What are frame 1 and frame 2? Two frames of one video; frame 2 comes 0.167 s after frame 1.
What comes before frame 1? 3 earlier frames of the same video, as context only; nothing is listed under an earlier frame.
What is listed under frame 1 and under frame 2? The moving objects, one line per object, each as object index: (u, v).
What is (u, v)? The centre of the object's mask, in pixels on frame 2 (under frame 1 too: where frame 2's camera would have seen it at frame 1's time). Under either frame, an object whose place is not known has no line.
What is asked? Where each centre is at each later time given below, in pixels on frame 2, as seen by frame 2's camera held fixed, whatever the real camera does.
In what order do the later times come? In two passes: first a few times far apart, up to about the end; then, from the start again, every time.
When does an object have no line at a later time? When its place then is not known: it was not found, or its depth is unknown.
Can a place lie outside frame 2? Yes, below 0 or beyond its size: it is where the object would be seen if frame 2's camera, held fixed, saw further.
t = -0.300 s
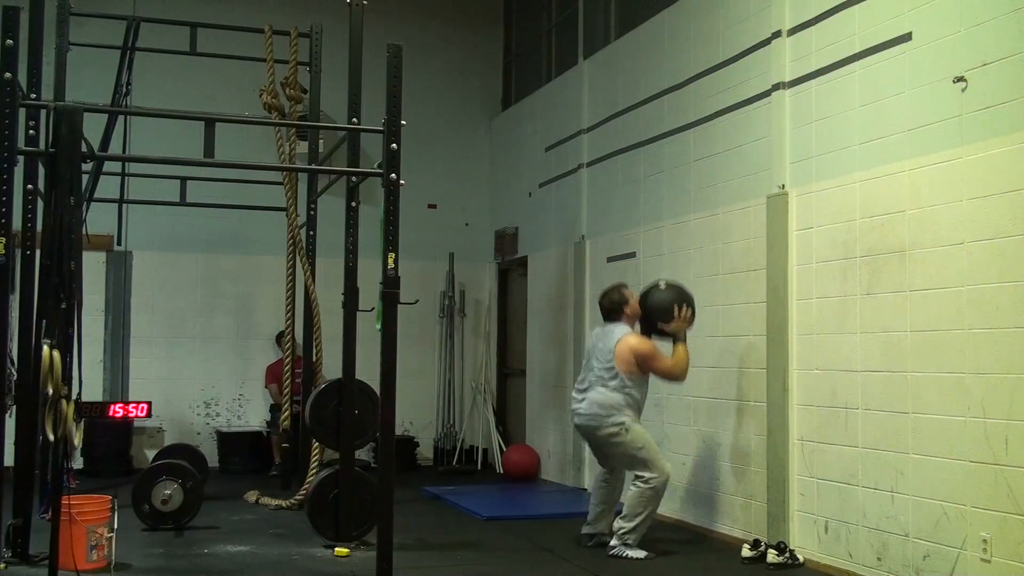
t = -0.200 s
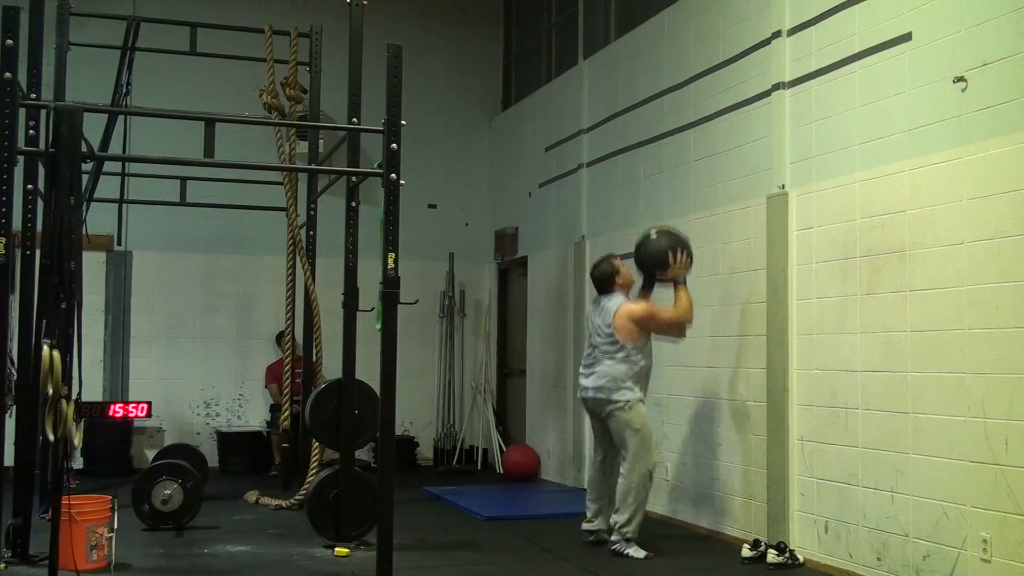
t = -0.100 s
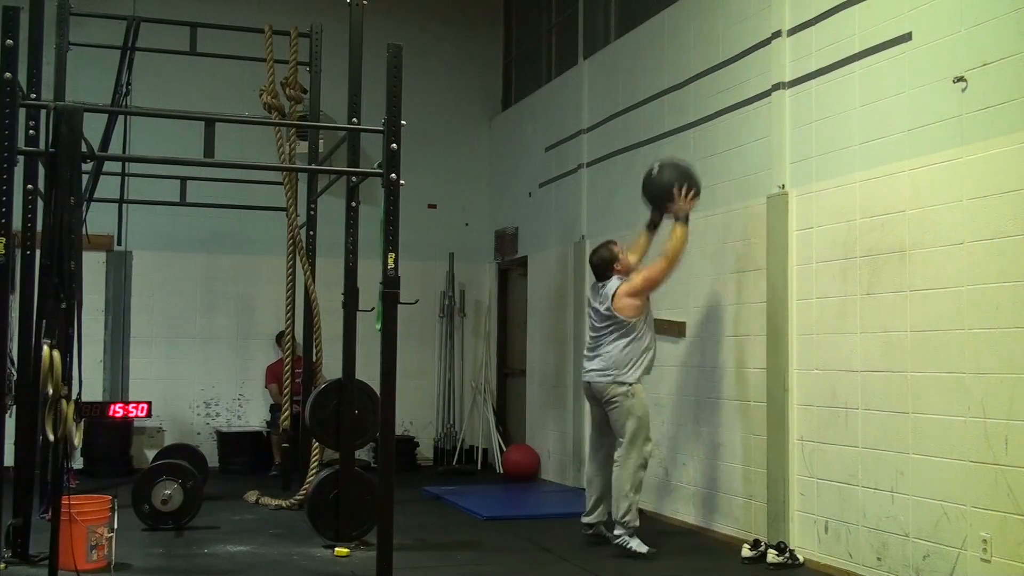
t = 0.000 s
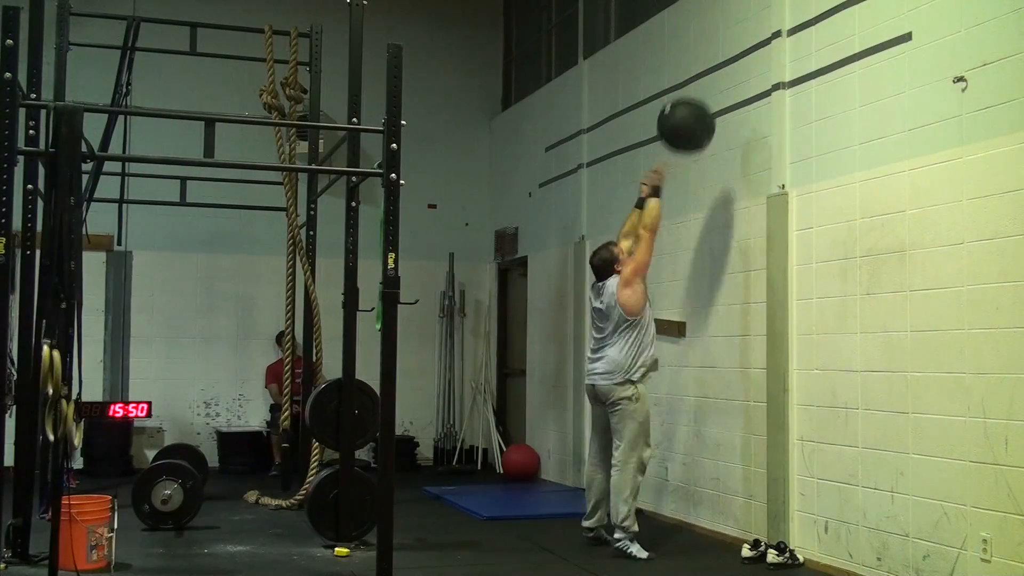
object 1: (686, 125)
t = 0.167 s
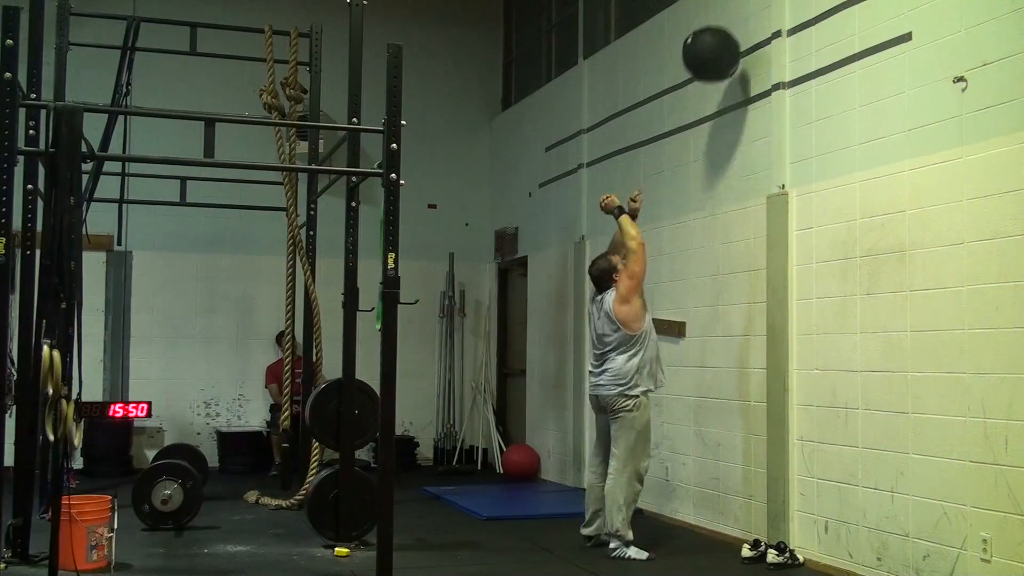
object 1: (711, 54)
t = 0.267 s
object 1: (727, 32)
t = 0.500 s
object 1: (711, 40)
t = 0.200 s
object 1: (716, 45)
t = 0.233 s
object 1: (721, 37)
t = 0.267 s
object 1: (727, 32)
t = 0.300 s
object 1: (730, 29)
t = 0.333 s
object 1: (727, 27)
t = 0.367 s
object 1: (724, 27)
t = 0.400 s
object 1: (720, 27)
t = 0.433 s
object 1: (718, 30)
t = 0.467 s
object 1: (714, 34)
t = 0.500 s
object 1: (711, 40)
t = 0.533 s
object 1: (708, 48)
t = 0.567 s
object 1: (705, 58)
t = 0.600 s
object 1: (702, 69)
